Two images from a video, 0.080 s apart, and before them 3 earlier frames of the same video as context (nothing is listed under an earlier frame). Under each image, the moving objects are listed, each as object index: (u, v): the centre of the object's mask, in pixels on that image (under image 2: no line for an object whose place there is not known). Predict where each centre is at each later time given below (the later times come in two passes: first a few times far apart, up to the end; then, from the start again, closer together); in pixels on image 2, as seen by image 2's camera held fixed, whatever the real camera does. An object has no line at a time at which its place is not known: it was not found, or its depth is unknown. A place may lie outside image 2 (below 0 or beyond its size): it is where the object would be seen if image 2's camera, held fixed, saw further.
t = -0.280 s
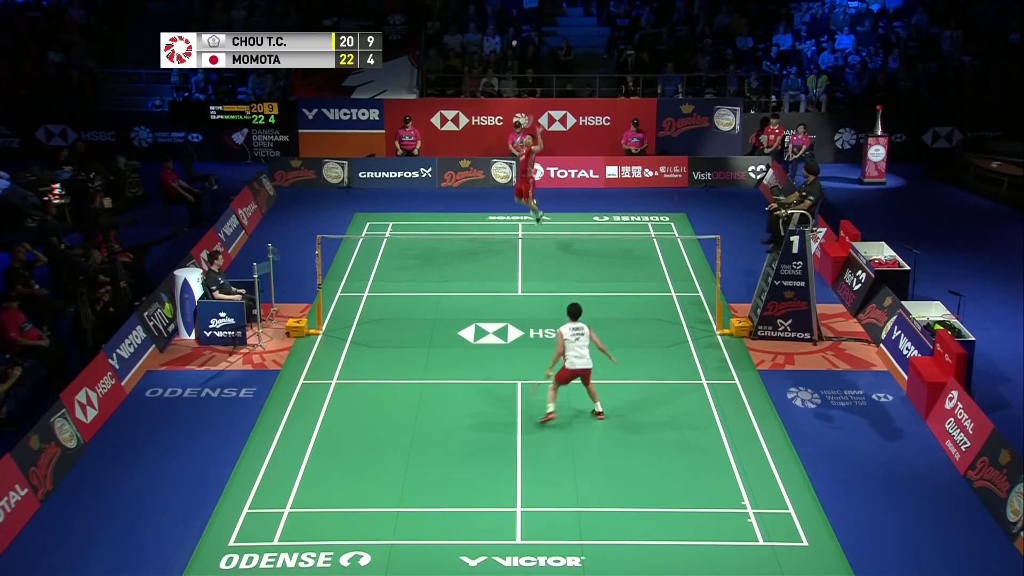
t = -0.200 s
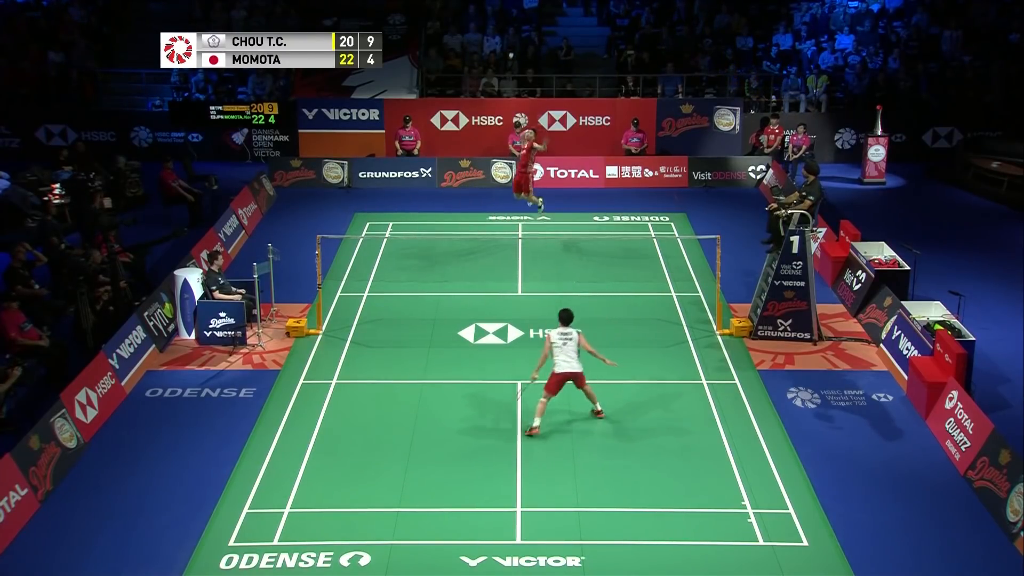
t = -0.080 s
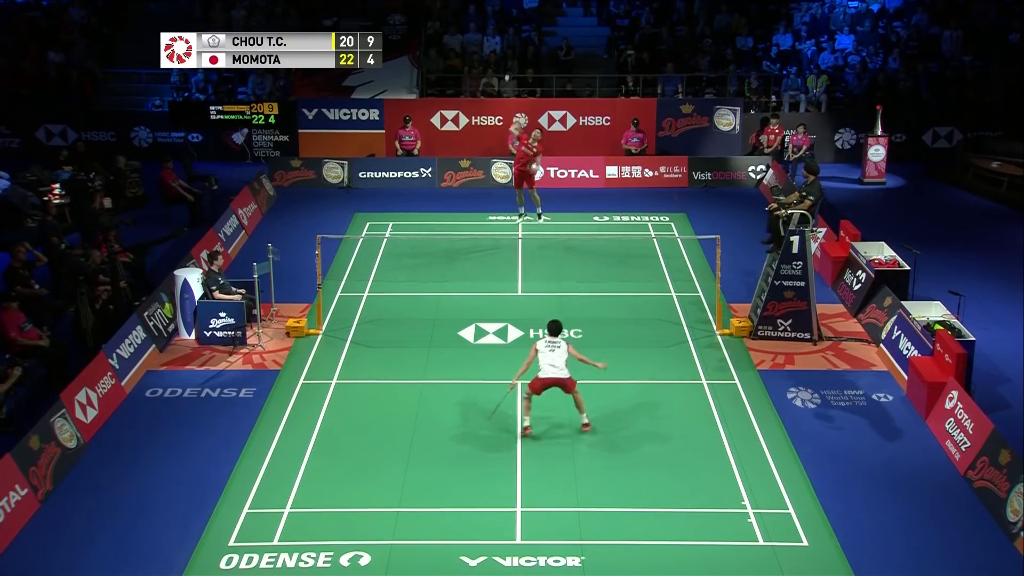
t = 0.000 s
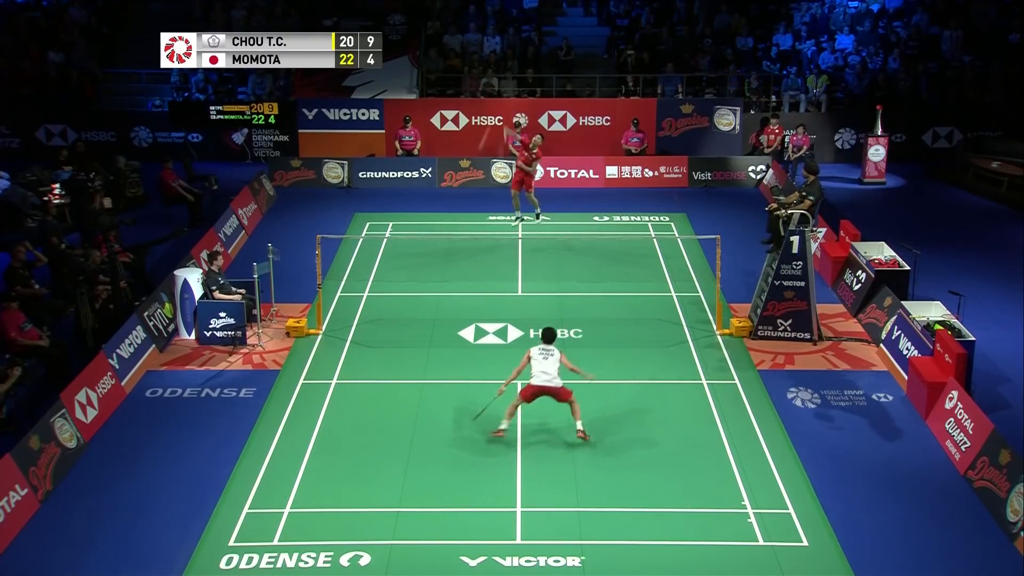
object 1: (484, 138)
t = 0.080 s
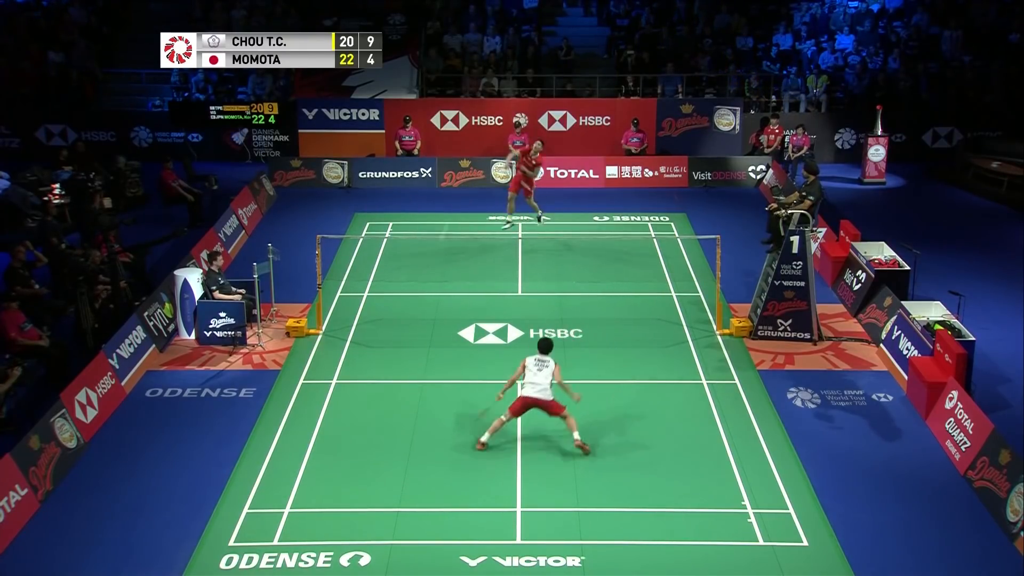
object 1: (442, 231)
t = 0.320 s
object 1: (373, 411)
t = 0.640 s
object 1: (325, 499)
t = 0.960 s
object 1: (301, 539)
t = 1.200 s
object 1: (294, 554)
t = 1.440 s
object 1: (305, 556)
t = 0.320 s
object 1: (373, 411)
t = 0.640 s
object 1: (325, 499)
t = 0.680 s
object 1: (322, 506)
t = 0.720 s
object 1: (319, 513)
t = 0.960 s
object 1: (301, 539)
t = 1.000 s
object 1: (299, 542)
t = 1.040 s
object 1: (298, 545)
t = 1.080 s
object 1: (296, 547)
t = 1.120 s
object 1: (294, 550)
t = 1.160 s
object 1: (293, 552)
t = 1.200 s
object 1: (294, 554)
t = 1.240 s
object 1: (294, 555)
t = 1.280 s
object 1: (295, 554)
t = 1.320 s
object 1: (295, 555)
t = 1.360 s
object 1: (299, 555)
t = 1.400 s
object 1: (302, 556)
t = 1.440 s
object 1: (305, 556)
